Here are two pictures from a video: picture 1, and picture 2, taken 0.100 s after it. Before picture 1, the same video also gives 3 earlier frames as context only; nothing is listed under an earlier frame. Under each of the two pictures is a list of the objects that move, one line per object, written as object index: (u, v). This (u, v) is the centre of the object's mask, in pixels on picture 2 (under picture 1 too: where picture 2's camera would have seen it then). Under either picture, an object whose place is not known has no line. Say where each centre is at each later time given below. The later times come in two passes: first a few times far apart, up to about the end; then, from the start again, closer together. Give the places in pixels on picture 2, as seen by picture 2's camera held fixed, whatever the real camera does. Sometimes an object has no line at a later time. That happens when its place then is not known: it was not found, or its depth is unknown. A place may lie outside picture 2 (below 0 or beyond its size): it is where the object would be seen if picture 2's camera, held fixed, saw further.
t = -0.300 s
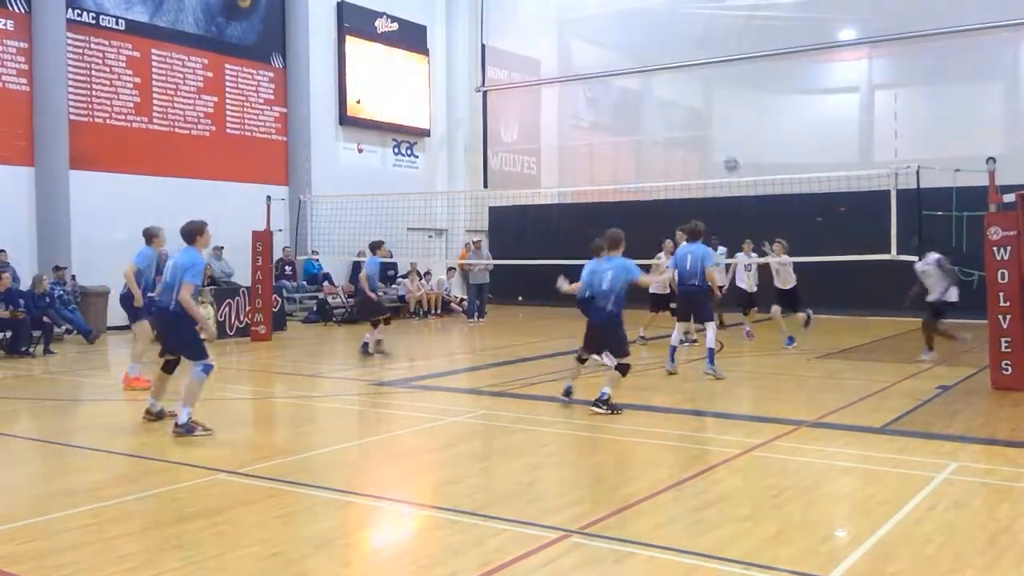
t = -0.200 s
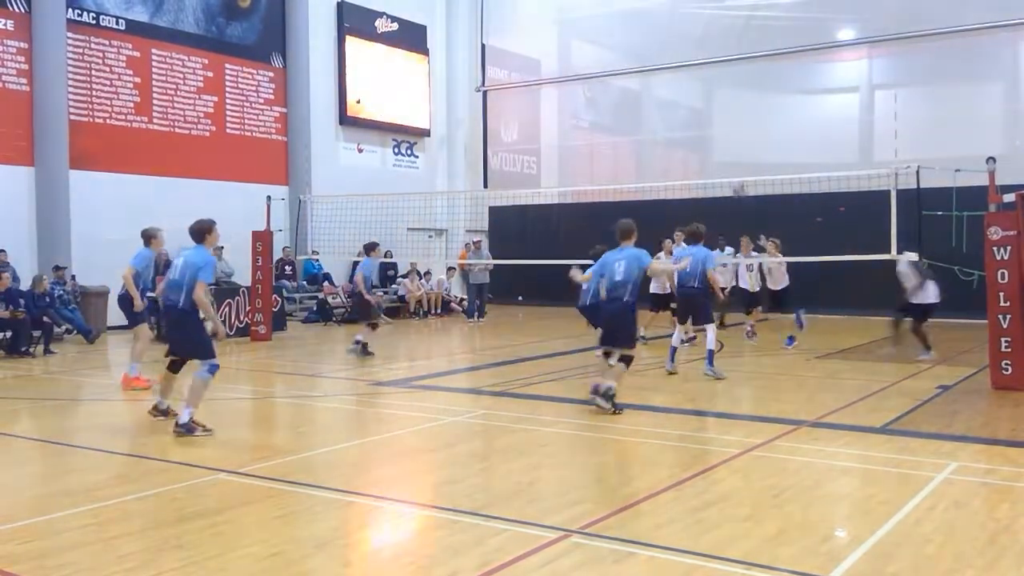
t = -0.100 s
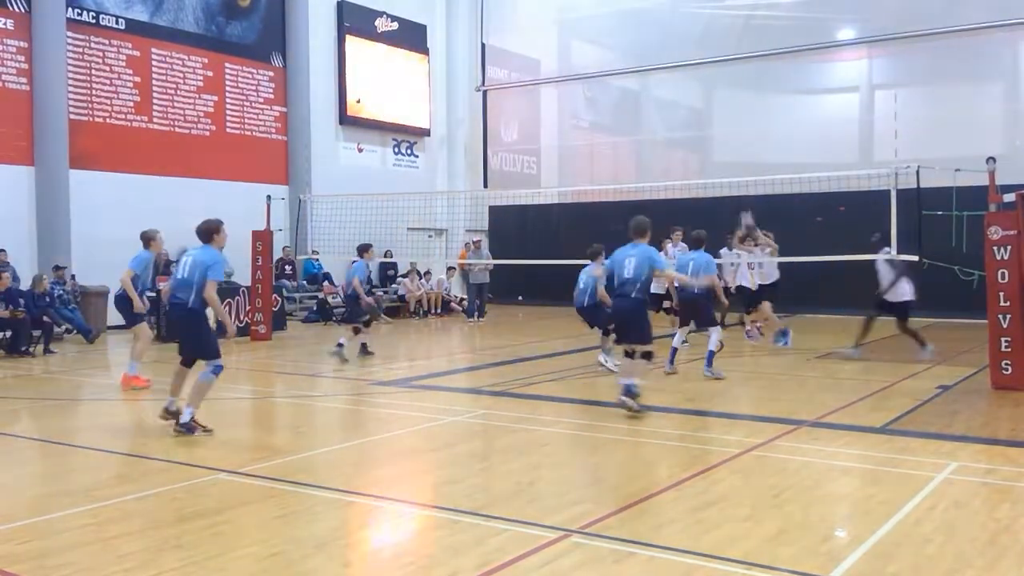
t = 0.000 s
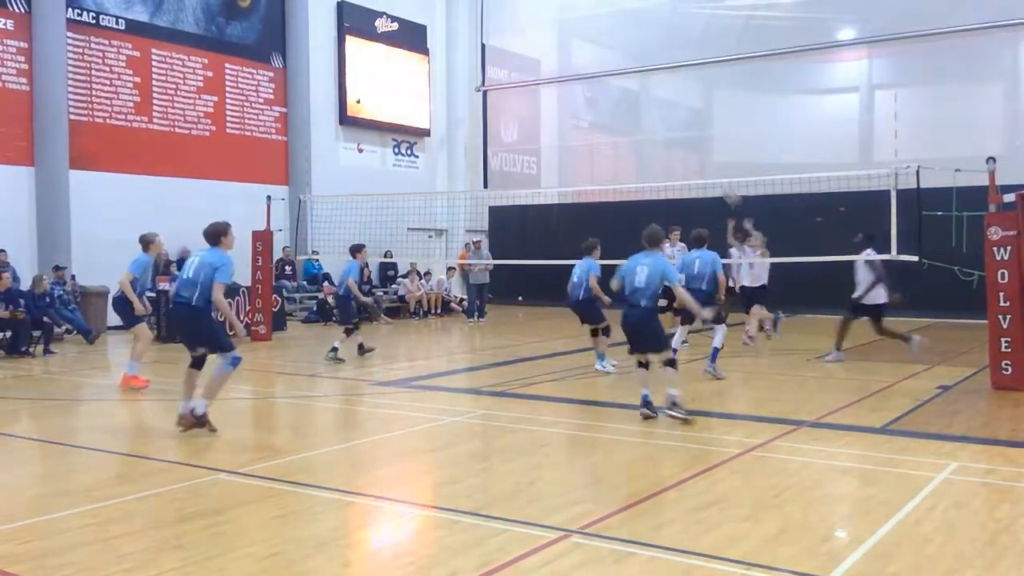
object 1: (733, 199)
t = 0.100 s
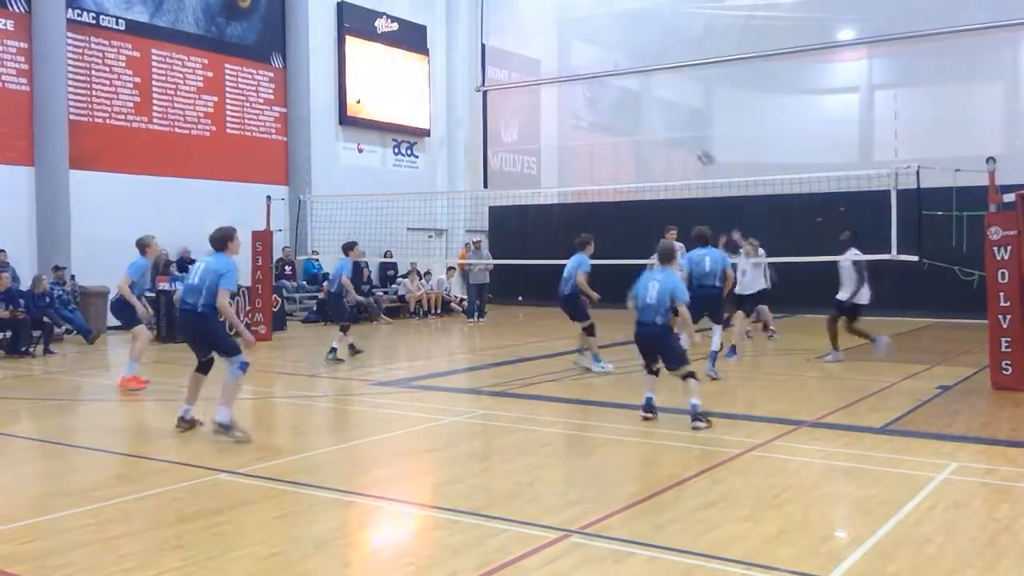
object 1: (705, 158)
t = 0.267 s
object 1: (659, 101)
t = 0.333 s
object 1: (640, 86)
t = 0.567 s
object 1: (564, 51)
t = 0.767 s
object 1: (490, 62)
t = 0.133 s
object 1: (696, 146)
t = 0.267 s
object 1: (659, 101)
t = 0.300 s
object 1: (649, 92)
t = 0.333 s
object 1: (640, 86)
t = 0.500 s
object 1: (587, 56)
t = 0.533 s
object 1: (575, 53)
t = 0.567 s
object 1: (564, 51)
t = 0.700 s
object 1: (517, 54)
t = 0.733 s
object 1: (505, 56)
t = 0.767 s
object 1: (490, 62)
